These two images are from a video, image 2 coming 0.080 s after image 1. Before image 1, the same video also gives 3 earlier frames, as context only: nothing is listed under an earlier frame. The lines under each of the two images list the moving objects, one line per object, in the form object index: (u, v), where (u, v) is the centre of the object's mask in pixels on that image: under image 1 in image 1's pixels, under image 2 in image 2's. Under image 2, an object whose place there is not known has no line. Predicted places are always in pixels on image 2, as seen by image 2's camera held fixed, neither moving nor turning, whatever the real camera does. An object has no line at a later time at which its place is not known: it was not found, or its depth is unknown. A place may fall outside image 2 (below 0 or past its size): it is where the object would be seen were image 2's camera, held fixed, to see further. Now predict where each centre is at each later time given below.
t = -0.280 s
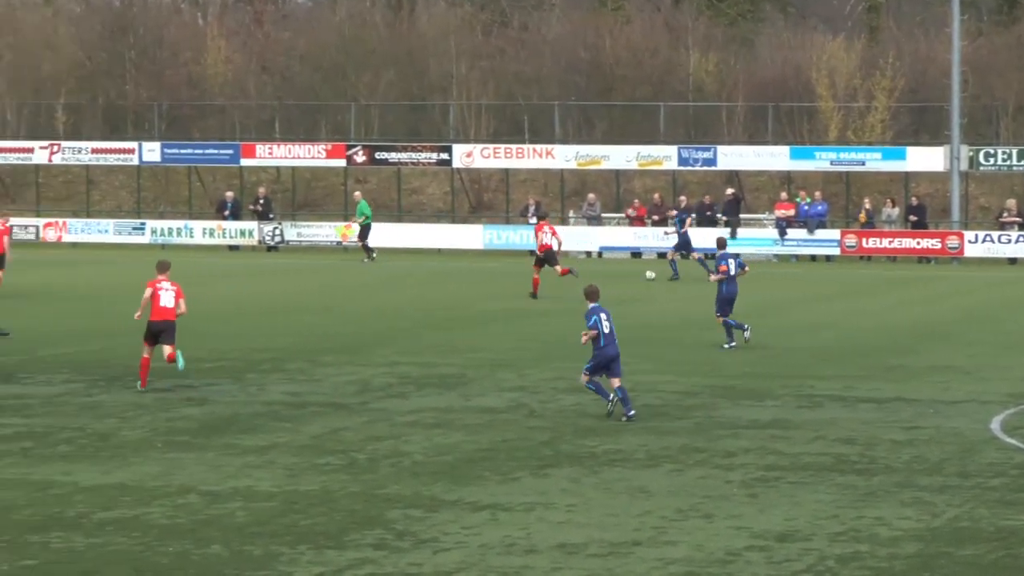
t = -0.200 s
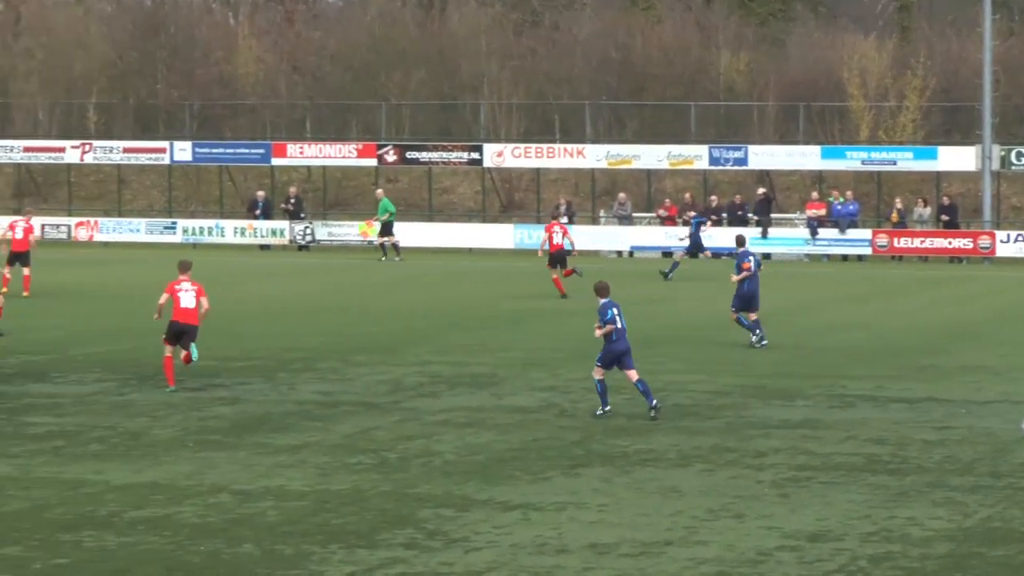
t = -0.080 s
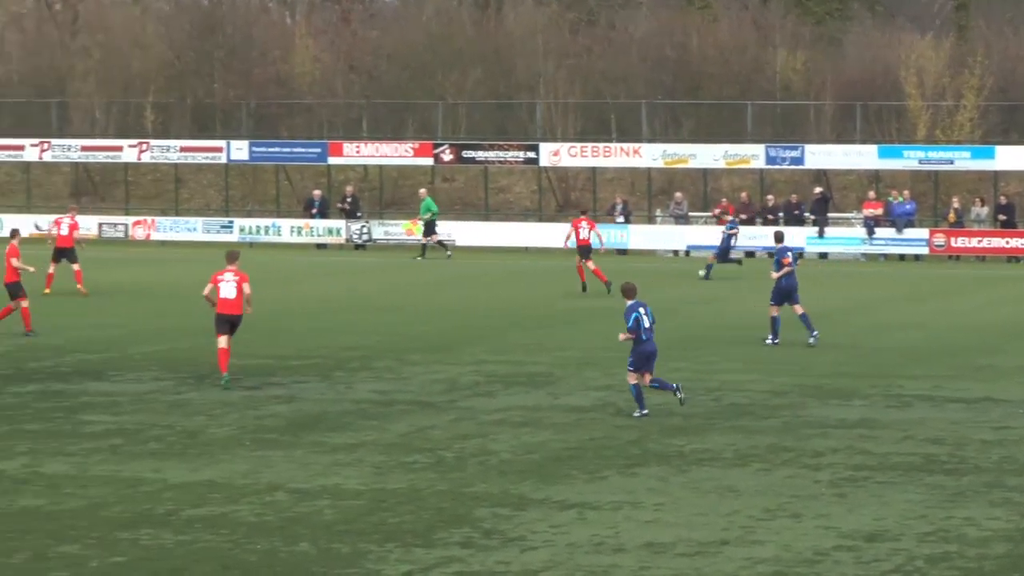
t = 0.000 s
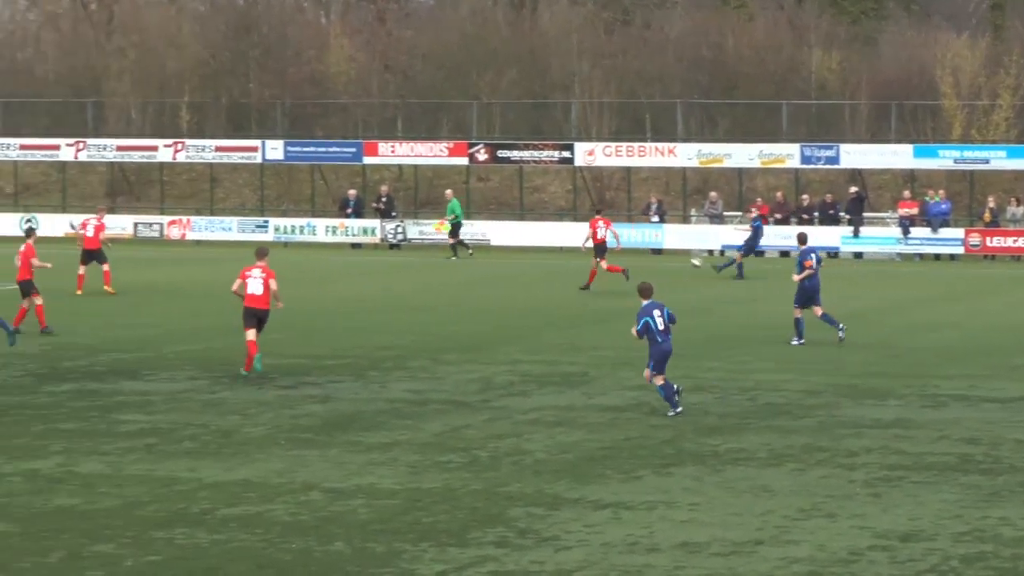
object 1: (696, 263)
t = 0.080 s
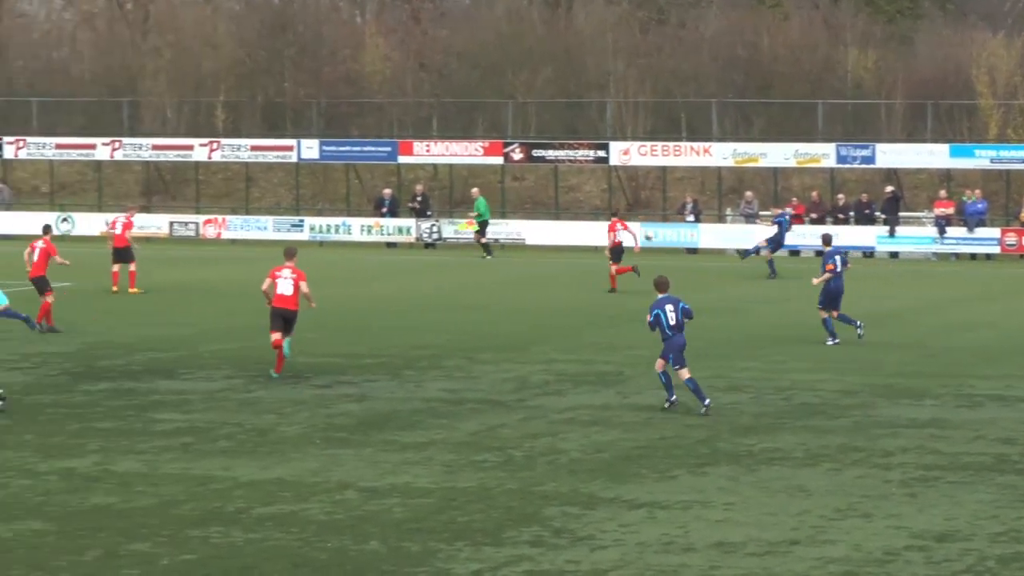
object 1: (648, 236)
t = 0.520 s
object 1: (218, 108)
